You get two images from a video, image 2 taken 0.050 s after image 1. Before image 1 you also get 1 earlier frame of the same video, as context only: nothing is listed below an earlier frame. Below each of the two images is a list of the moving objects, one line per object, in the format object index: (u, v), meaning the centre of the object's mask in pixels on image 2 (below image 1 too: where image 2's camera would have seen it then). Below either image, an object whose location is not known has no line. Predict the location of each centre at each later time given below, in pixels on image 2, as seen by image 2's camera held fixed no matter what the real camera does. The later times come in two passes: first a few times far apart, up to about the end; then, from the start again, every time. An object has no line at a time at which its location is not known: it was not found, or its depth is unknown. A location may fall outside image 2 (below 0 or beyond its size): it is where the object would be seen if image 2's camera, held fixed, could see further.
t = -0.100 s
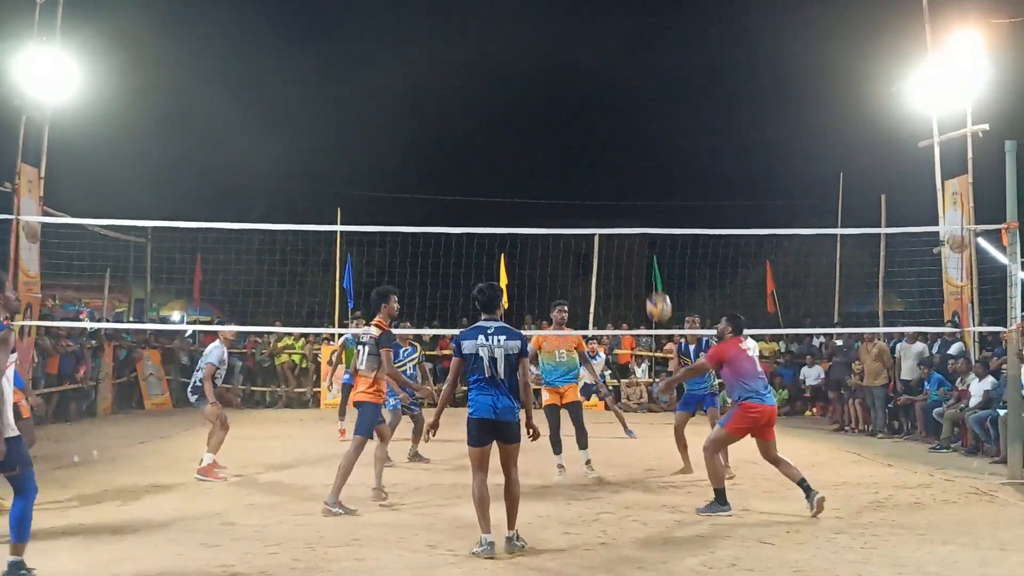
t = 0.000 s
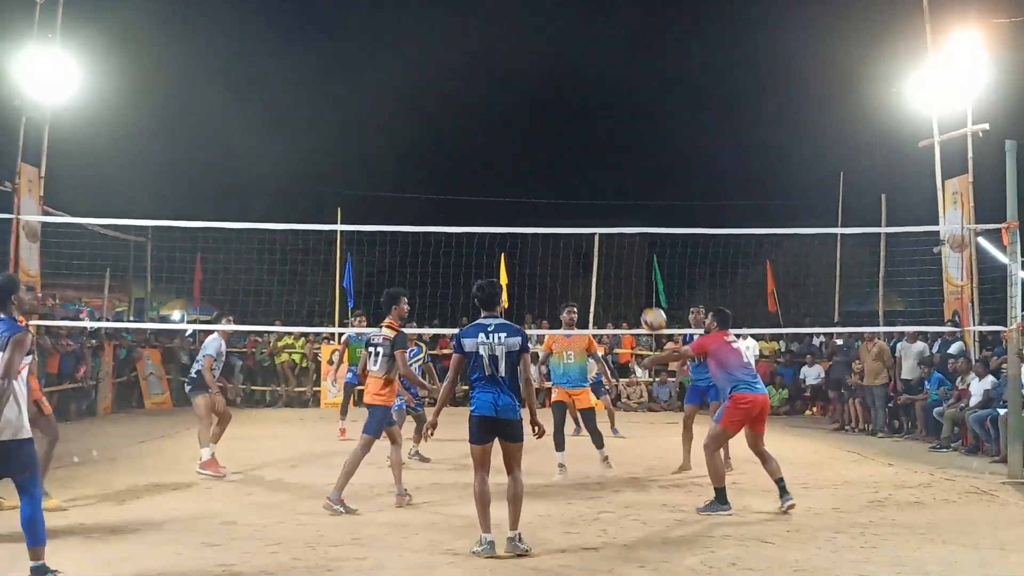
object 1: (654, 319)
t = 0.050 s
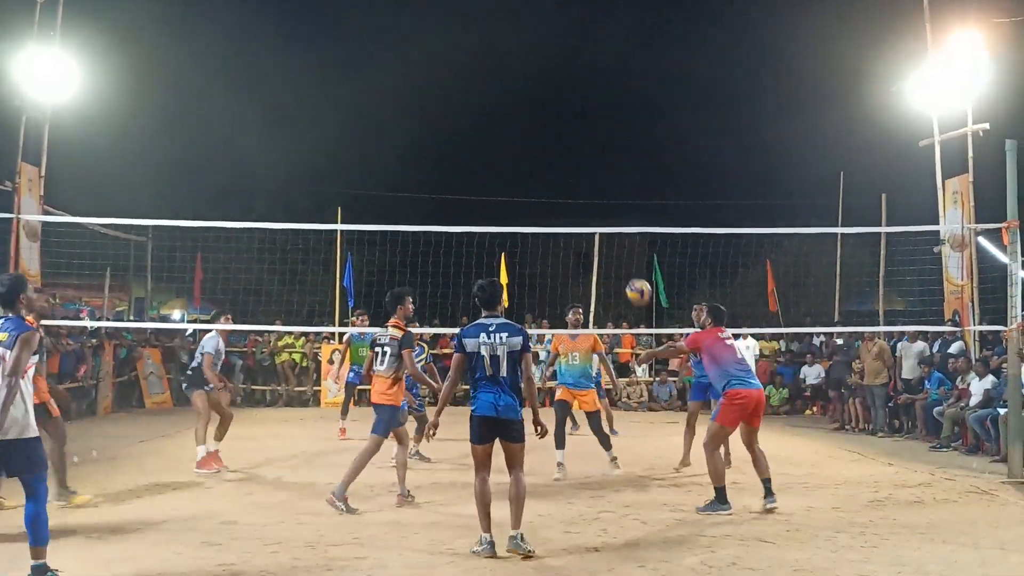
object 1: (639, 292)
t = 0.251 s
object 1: (583, 214)
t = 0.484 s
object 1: (528, 185)
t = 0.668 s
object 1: (491, 200)
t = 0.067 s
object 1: (634, 283)
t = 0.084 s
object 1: (629, 275)
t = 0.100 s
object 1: (624, 267)
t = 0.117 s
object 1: (619, 260)
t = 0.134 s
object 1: (615, 253)
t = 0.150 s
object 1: (610, 246)
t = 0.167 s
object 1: (606, 241)
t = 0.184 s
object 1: (601, 234)
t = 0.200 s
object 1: (596, 227)
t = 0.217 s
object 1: (592, 222)
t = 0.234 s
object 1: (587, 218)
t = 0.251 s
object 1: (583, 214)
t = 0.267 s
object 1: (579, 210)
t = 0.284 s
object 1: (575, 206)
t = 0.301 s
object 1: (571, 202)
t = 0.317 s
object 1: (567, 199)
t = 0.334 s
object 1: (562, 196)
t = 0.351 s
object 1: (558, 194)
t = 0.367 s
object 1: (555, 192)
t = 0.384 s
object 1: (550, 190)
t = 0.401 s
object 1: (547, 188)
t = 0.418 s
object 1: (543, 187)
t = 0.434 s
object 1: (539, 186)
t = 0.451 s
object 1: (535, 185)
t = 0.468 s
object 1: (532, 185)
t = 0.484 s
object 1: (528, 185)
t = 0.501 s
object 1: (524, 185)
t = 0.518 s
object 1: (521, 185)
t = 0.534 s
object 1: (517, 186)
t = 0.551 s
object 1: (514, 186)
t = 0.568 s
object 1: (510, 188)
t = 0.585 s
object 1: (507, 189)
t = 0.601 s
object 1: (504, 191)
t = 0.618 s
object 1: (500, 192)
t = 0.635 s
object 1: (497, 195)
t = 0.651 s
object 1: (494, 197)
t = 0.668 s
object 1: (491, 200)
